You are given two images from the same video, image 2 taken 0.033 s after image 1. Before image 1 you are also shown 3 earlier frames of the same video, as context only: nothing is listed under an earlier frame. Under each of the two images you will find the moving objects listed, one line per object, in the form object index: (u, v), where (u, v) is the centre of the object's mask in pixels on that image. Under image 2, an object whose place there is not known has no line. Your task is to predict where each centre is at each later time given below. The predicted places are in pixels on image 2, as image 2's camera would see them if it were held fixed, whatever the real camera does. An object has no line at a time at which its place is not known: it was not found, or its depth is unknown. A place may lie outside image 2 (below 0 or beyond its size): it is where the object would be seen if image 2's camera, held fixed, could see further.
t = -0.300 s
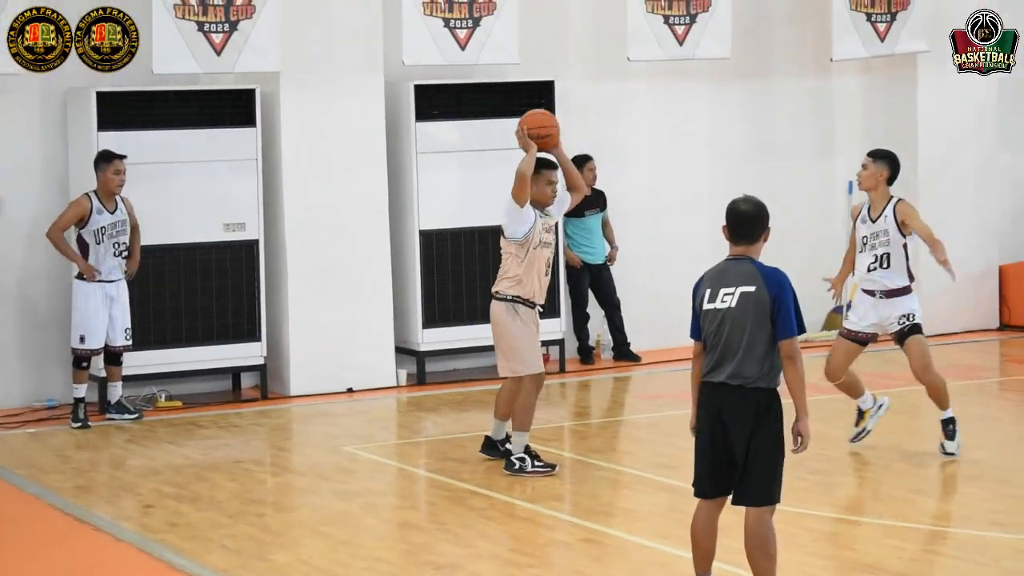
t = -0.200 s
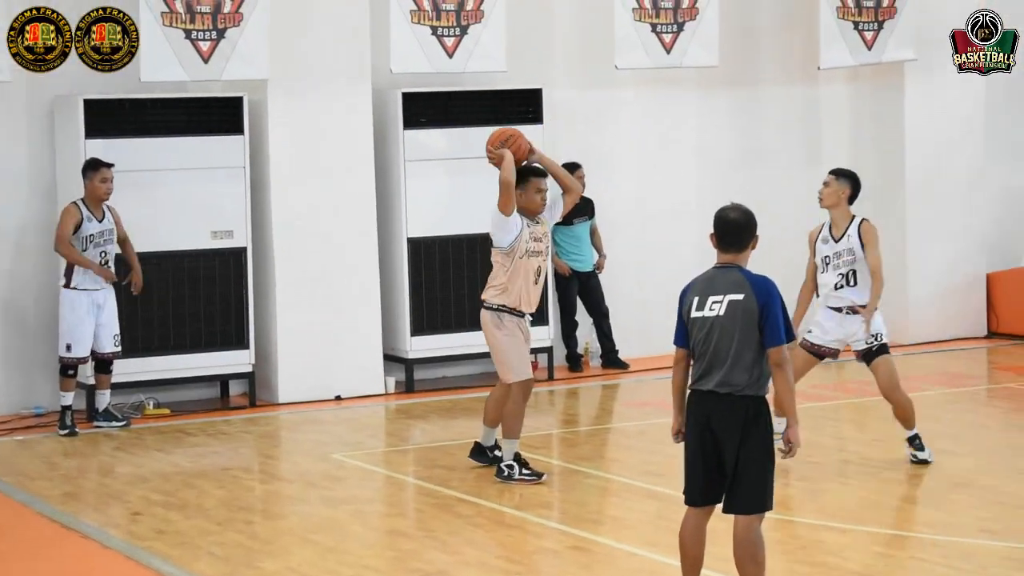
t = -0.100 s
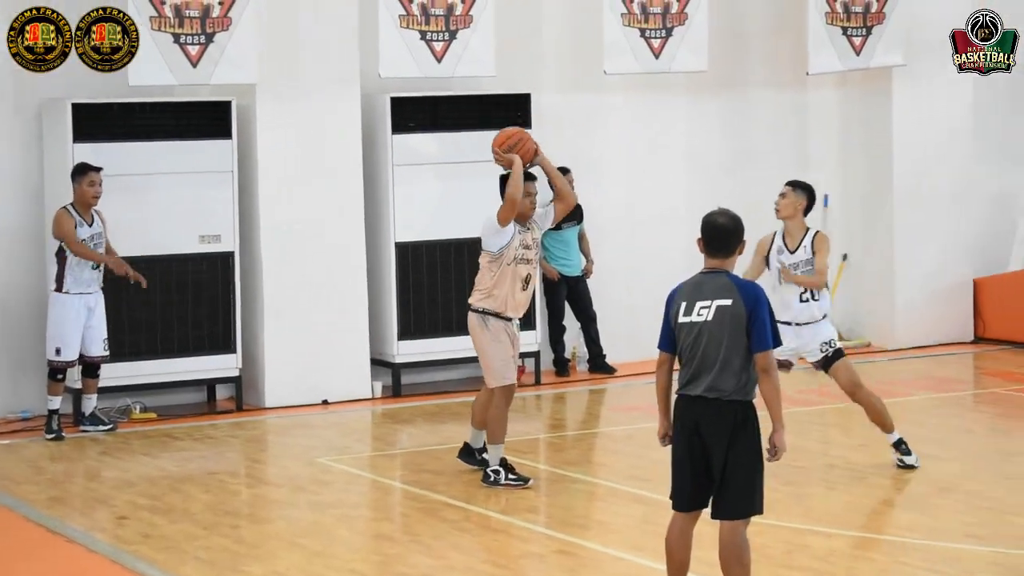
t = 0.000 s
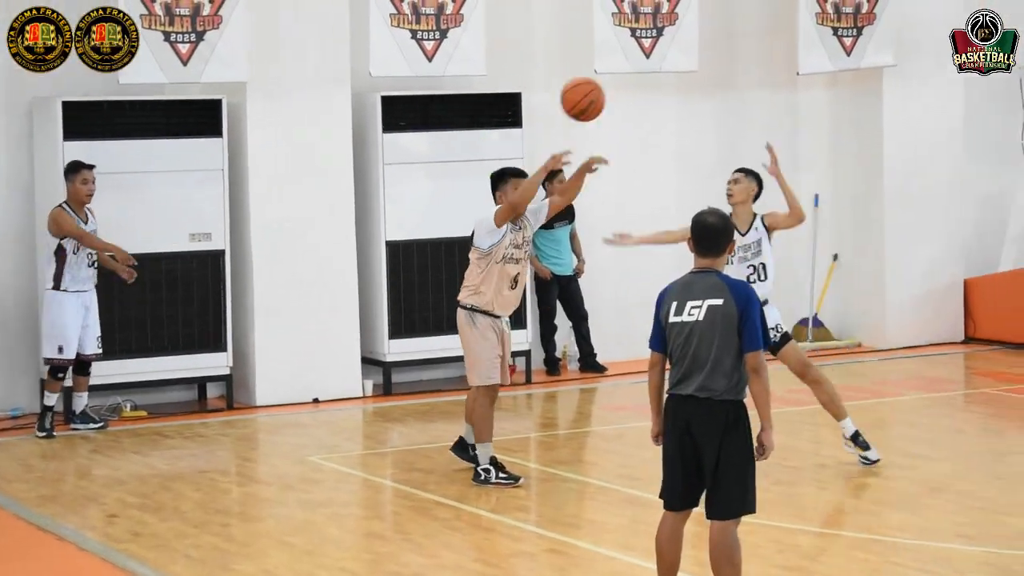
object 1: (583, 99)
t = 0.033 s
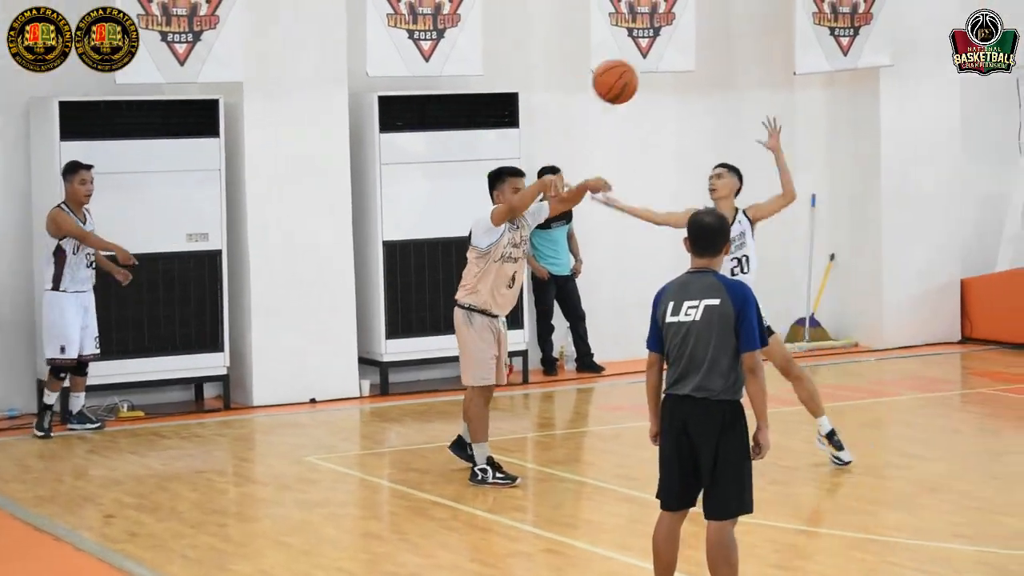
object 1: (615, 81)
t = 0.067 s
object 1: (652, 65)
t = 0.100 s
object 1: (691, 51)
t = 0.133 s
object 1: (730, 39)
